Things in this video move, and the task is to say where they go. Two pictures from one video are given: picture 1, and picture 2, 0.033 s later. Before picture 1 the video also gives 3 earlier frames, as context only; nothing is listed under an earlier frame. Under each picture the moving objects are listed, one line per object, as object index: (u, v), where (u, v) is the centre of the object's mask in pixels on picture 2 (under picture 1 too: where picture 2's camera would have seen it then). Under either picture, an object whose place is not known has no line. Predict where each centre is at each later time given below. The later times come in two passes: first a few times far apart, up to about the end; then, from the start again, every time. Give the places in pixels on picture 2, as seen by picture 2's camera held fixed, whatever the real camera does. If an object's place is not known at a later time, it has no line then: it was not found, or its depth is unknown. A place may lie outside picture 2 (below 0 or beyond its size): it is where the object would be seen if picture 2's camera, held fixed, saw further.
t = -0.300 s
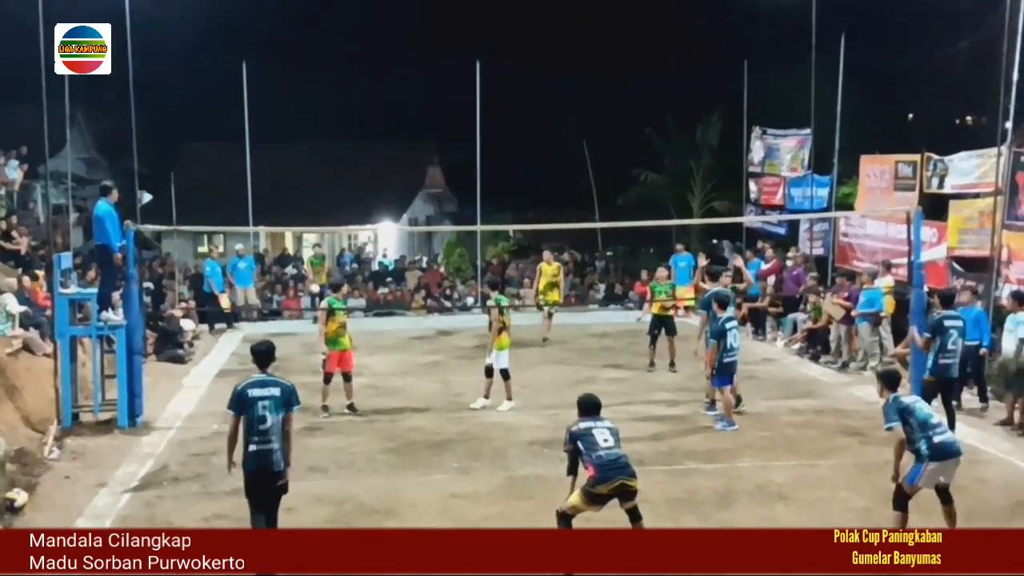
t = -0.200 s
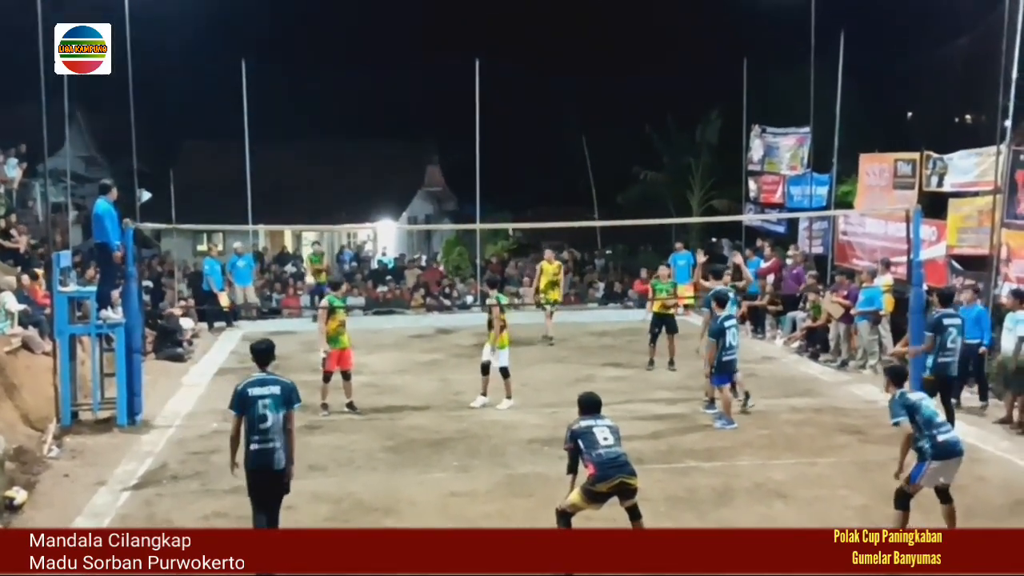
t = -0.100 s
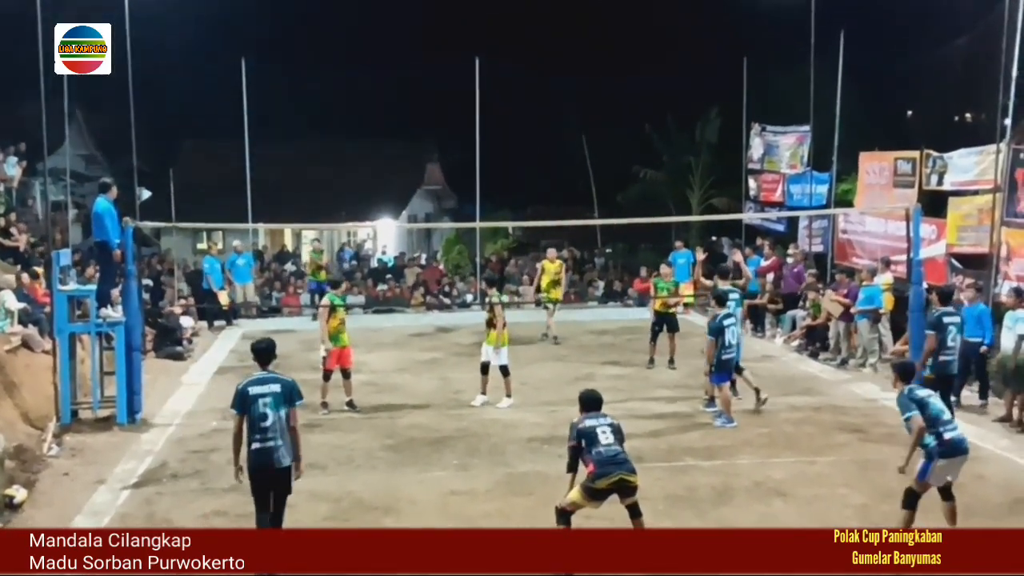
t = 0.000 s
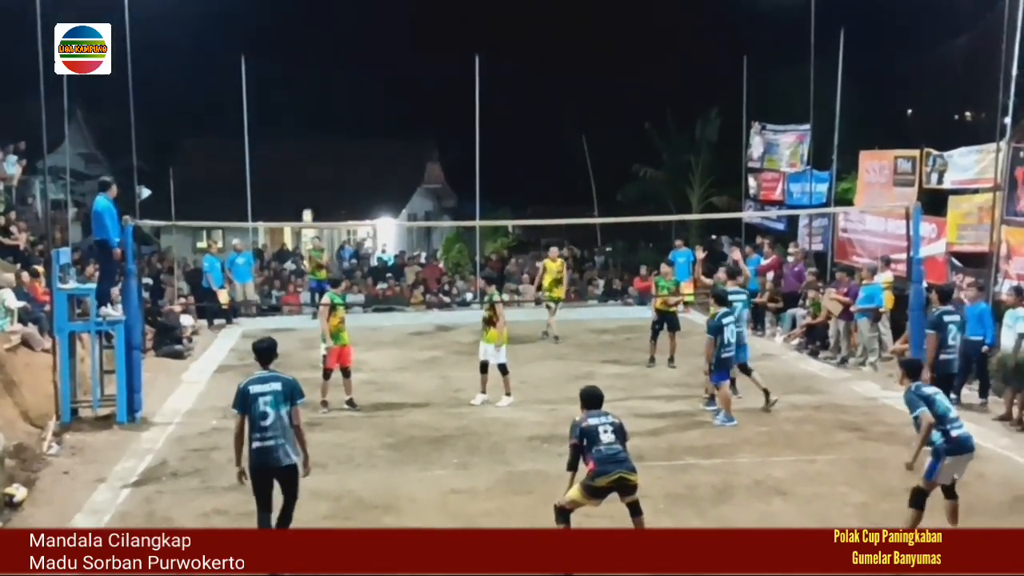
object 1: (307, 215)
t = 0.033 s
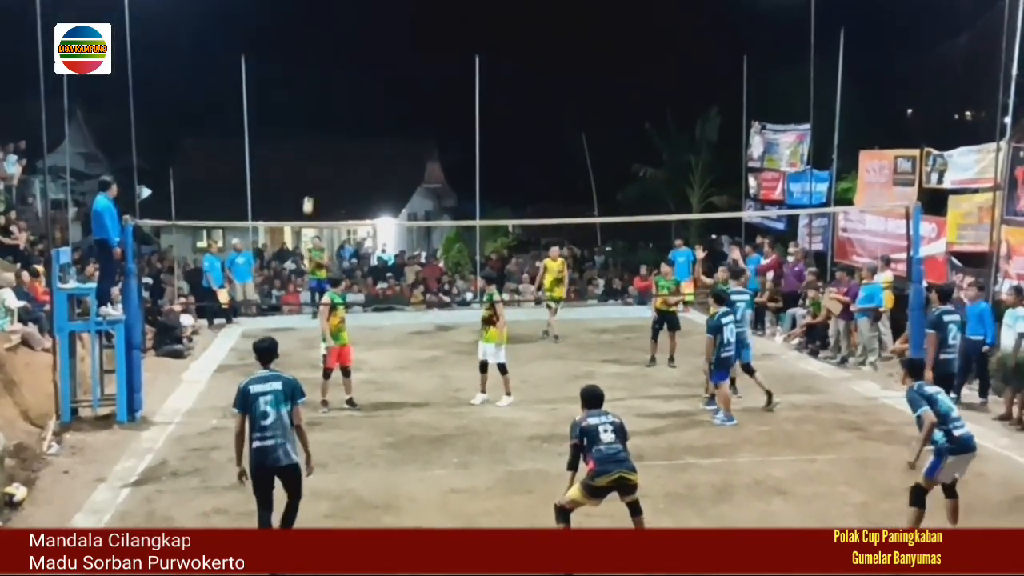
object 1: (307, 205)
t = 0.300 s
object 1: (312, 127)
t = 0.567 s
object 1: (317, 84)
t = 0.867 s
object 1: (324, 78)
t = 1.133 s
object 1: (332, 110)
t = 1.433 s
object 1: (343, 187)
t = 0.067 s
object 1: (308, 193)
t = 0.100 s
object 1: (308, 182)
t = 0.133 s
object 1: (309, 172)
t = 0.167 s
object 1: (309, 161)
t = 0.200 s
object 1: (310, 152)
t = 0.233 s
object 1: (311, 143)
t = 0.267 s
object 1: (311, 135)
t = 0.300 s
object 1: (312, 127)
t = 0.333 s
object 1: (312, 119)
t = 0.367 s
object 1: (313, 113)
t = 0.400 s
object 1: (313, 107)
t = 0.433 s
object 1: (314, 101)
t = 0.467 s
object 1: (315, 96)
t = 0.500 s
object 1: (316, 91)
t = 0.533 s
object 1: (316, 87)
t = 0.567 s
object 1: (317, 84)
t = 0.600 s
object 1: (318, 81)
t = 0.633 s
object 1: (319, 79)
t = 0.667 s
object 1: (319, 77)
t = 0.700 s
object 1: (320, 76)
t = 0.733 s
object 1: (321, 75)
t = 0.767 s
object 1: (322, 75)
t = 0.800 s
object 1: (323, 75)
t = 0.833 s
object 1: (324, 77)
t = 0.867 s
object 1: (324, 78)
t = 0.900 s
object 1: (325, 80)
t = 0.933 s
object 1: (326, 83)
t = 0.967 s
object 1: (327, 86)
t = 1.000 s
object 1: (328, 90)
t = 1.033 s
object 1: (329, 94)
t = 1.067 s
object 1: (330, 99)
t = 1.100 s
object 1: (331, 104)
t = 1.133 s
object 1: (332, 110)
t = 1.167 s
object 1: (334, 117)
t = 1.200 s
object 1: (335, 124)
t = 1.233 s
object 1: (335, 131)
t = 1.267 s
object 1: (337, 139)
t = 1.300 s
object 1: (338, 148)
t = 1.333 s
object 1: (339, 157)
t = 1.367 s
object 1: (341, 166)
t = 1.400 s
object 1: (342, 177)
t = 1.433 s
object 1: (343, 187)
